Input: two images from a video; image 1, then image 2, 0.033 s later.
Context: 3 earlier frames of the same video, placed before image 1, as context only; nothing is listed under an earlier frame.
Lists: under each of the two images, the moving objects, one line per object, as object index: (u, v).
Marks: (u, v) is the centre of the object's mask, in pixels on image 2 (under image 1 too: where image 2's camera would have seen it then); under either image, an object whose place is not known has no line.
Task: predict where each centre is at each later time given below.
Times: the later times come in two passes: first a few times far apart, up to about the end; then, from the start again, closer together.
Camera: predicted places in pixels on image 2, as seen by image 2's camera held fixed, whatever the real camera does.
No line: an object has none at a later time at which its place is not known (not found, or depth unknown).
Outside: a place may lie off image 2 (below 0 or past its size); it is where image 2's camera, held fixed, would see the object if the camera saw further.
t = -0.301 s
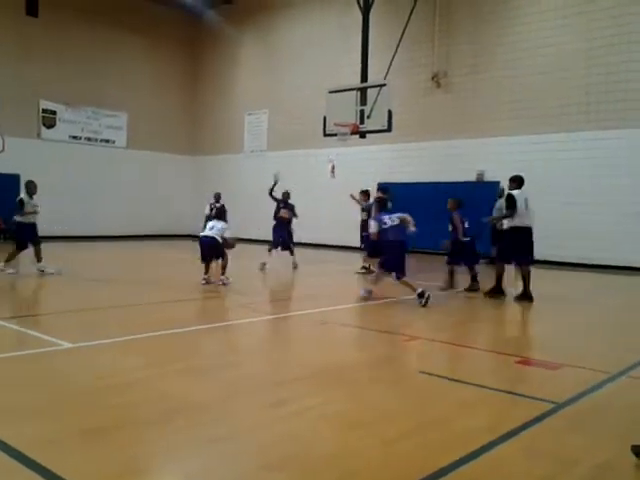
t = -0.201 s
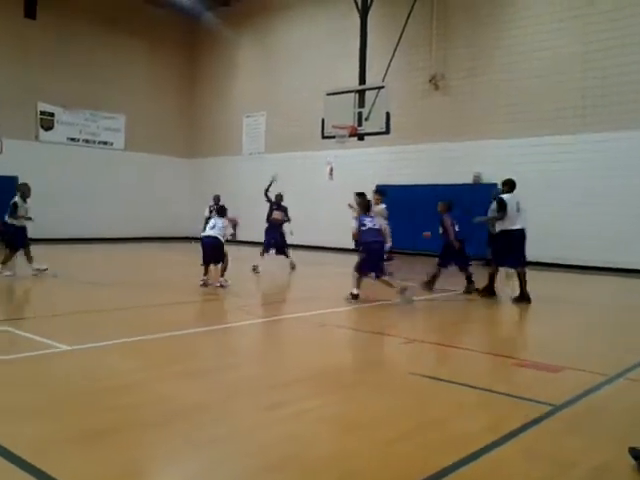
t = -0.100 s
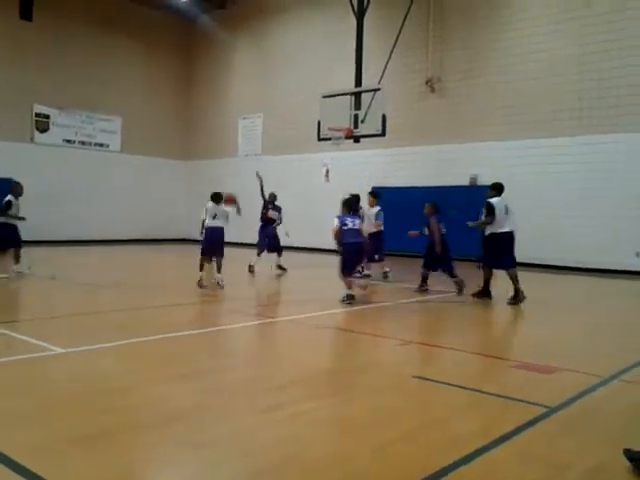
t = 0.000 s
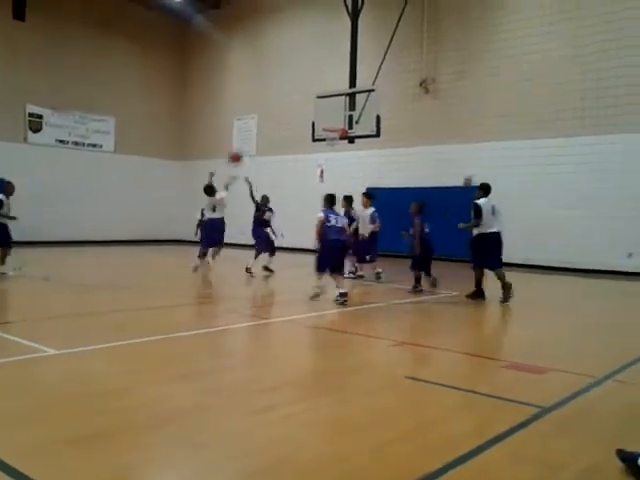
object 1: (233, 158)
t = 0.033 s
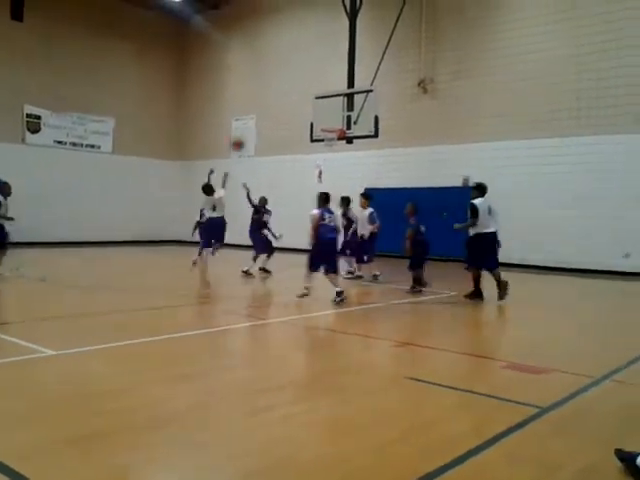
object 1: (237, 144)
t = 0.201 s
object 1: (256, 92)
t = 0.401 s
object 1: (276, 57)
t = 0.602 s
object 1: (293, 48)
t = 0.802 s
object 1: (307, 59)
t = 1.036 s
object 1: (322, 92)
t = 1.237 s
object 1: (330, 132)
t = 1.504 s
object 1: (336, 156)
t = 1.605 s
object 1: (337, 171)
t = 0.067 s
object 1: (241, 132)
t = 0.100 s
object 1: (245, 120)
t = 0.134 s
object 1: (249, 110)
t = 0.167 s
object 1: (253, 101)
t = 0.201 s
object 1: (256, 92)
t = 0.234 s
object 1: (259, 85)
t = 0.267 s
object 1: (263, 78)
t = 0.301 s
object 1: (266, 72)
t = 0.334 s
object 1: (269, 67)
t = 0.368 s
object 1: (273, 61)
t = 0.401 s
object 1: (276, 57)
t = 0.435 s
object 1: (278, 54)
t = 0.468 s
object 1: (281, 52)
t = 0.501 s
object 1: (284, 50)
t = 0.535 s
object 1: (287, 48)
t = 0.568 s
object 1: (290, 48)
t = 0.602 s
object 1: (293, 48)
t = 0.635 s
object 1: (295, 48)
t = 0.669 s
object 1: (297, 49)
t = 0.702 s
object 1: (300, 51)
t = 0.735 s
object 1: (302, 53)
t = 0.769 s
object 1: (305, 55)
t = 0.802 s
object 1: (307, 59)
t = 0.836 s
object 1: (309, 63)
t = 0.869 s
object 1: (312, 67)
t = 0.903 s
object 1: (314, 72)
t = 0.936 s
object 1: (315, 76)
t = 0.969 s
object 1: (318, 82)
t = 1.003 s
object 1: (320, 88)
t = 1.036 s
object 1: (322, 92)
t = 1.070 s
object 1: (323, 101)
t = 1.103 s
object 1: (325, 108)
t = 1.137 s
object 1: (326, 116)
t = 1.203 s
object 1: (329, 131)
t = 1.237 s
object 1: (330, 132)
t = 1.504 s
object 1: (336, 156)
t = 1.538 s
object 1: (337, 160)
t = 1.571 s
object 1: (337, 165)
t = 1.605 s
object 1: (337, 171)
